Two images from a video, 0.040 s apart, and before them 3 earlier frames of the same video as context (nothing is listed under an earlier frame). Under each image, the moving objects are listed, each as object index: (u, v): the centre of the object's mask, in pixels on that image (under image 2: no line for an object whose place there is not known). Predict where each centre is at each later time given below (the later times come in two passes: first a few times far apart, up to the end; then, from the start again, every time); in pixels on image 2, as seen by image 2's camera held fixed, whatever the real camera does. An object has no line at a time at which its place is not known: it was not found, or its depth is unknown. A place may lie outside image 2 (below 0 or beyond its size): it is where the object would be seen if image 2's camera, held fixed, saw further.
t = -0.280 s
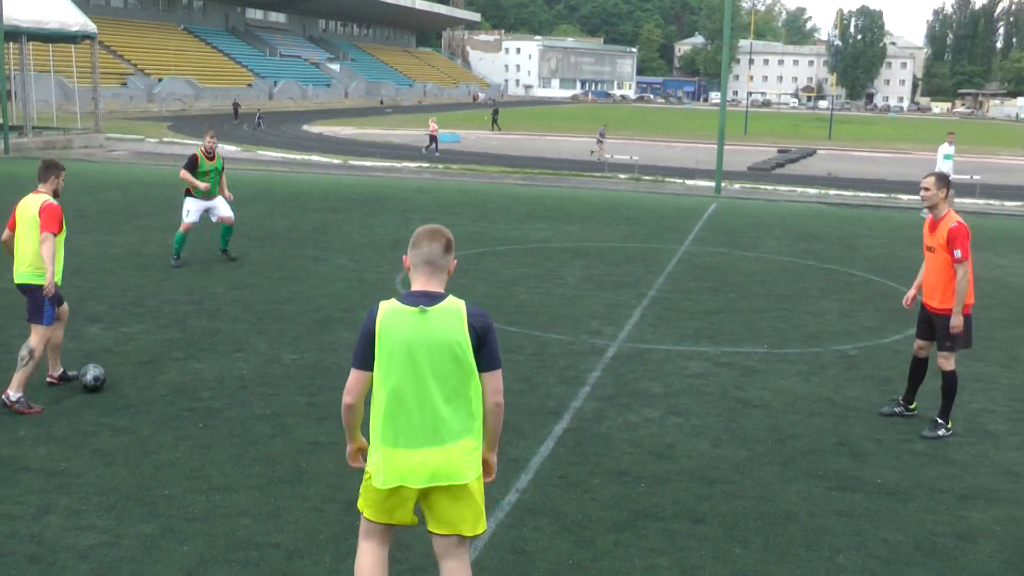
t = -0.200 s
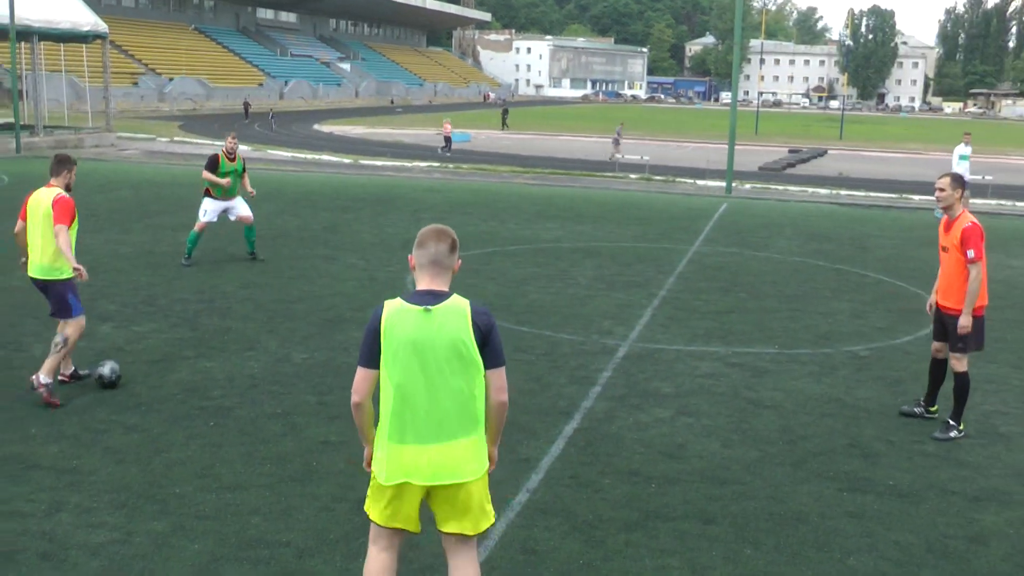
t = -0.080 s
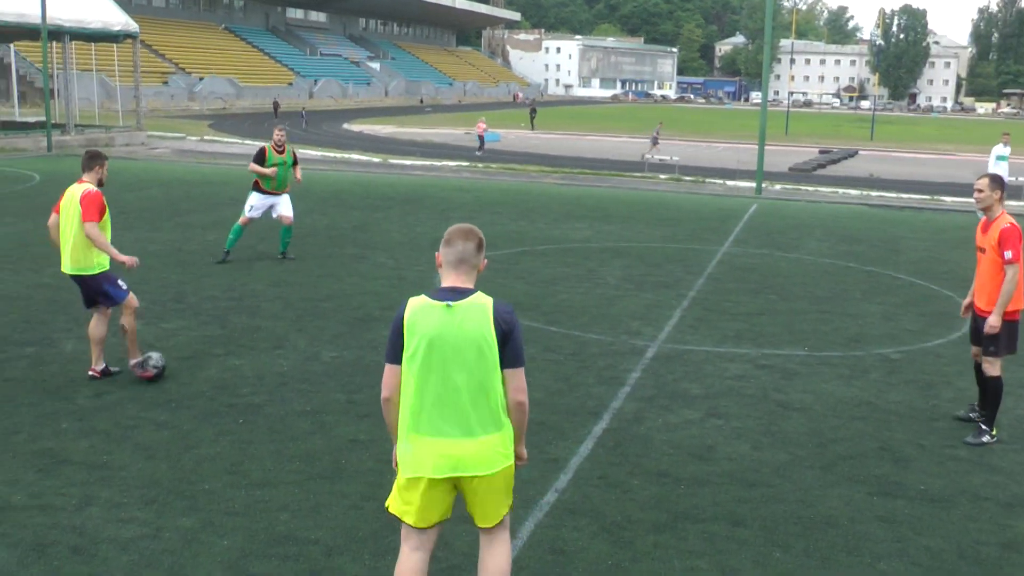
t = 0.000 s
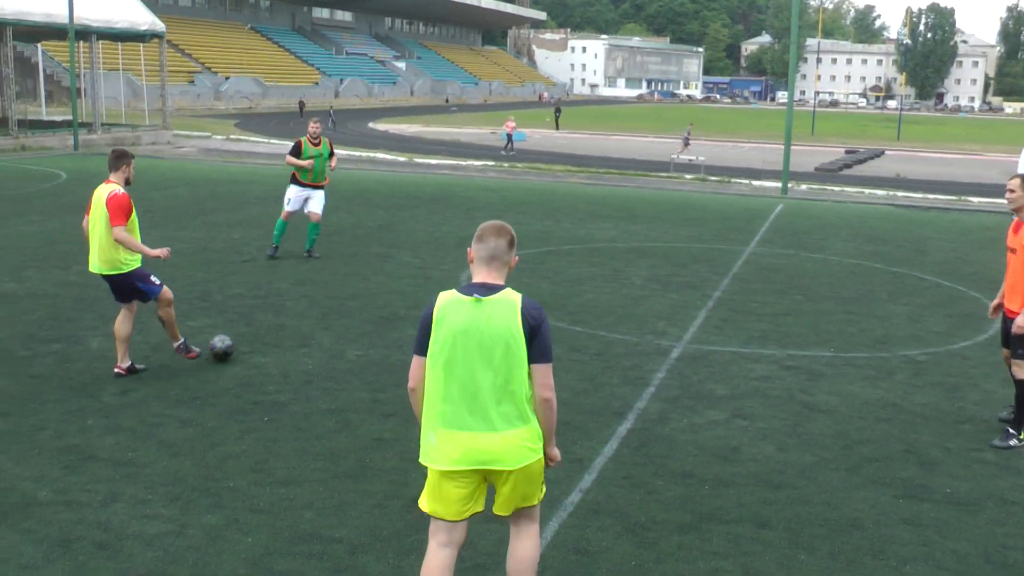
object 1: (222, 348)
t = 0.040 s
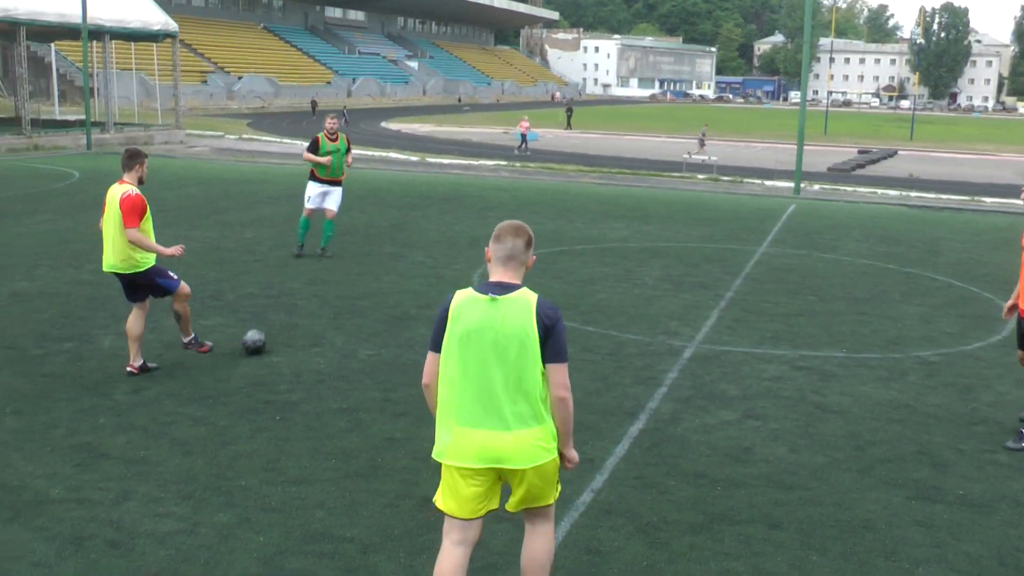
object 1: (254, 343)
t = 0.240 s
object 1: (330, 319)
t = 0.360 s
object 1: (365, 308)
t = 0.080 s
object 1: (271, 336)
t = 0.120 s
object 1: (287, 331)
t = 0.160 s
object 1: (303, 327)
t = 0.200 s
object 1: (317, 323)
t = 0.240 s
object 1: (330, 319)
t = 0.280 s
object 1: (342, 315)
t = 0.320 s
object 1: (354, 312)
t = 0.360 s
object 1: (365, 308)
